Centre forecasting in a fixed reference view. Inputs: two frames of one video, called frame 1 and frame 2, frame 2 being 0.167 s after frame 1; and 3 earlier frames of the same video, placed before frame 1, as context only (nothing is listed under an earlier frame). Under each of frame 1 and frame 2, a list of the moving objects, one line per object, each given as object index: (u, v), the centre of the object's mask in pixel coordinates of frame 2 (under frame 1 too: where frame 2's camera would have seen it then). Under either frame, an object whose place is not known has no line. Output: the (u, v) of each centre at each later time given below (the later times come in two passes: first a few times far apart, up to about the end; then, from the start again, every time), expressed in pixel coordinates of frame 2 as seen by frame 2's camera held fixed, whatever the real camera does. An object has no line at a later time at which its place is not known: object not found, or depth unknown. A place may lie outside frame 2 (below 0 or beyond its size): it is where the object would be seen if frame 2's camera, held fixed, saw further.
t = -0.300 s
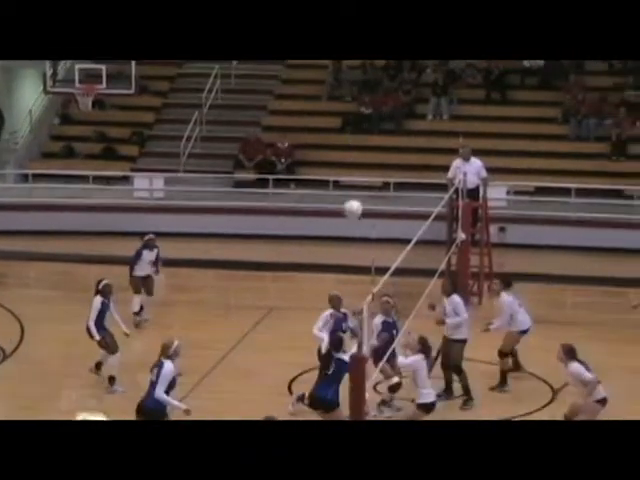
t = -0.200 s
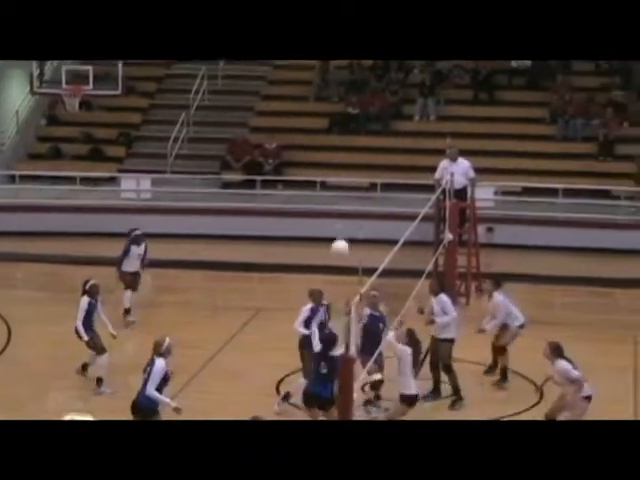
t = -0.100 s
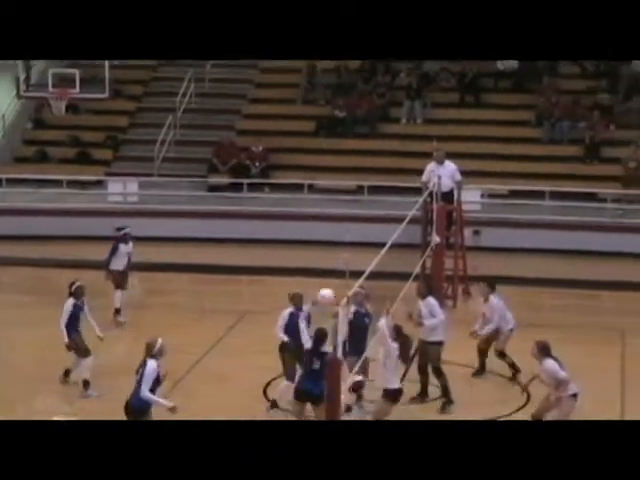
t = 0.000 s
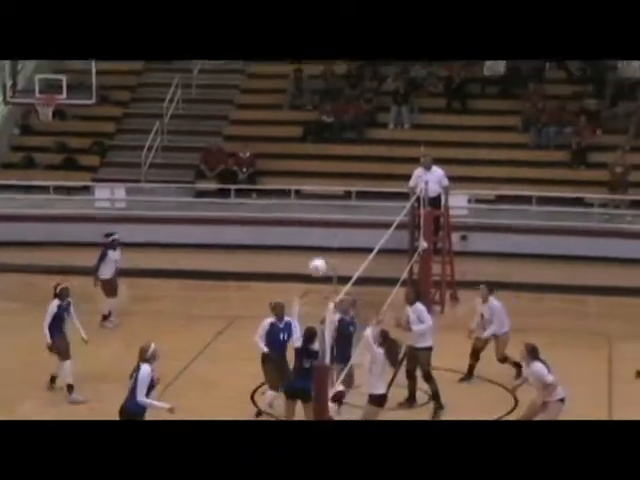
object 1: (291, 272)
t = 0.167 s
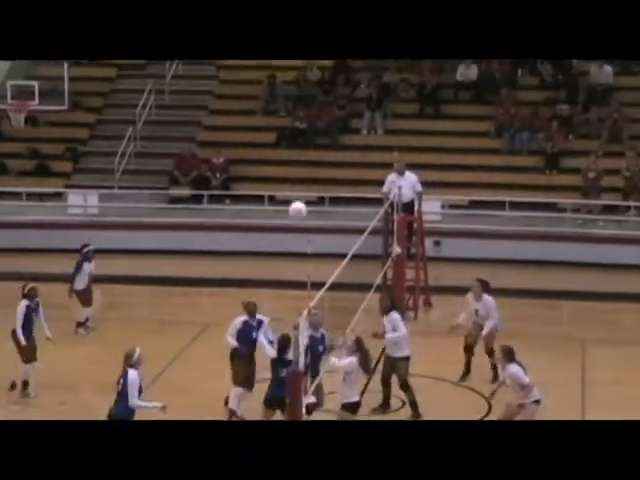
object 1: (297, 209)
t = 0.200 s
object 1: (299, 199)
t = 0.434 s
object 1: (306, 159)
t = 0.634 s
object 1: (313, 160)
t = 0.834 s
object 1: (319, 192)
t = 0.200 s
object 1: (299, 199)
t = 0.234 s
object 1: (300, 191)
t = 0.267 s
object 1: (301, 183)
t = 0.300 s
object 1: (302, 177)
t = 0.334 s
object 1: (303, 171)
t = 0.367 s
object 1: (304, 166)
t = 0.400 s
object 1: (306, 162)
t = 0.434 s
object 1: (306, 159)
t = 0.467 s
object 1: (307, 157)
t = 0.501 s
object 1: (309, 156)
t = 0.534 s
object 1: (309, 156)
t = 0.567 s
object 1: (310, 157)
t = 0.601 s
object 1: (312, 158)
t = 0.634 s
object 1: (313, 160)
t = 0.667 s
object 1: (314, 164)
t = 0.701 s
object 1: (315, 168)
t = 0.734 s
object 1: (316, 173)
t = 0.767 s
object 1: (317, 178)
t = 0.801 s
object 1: (318, 185)
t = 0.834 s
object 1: (319, 192)
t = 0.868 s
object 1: (319, 200)
